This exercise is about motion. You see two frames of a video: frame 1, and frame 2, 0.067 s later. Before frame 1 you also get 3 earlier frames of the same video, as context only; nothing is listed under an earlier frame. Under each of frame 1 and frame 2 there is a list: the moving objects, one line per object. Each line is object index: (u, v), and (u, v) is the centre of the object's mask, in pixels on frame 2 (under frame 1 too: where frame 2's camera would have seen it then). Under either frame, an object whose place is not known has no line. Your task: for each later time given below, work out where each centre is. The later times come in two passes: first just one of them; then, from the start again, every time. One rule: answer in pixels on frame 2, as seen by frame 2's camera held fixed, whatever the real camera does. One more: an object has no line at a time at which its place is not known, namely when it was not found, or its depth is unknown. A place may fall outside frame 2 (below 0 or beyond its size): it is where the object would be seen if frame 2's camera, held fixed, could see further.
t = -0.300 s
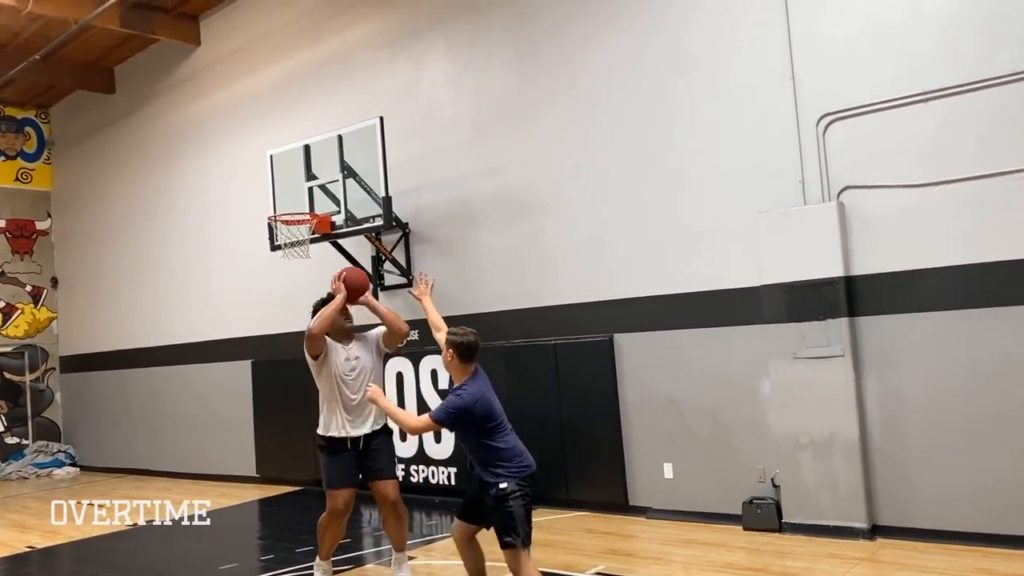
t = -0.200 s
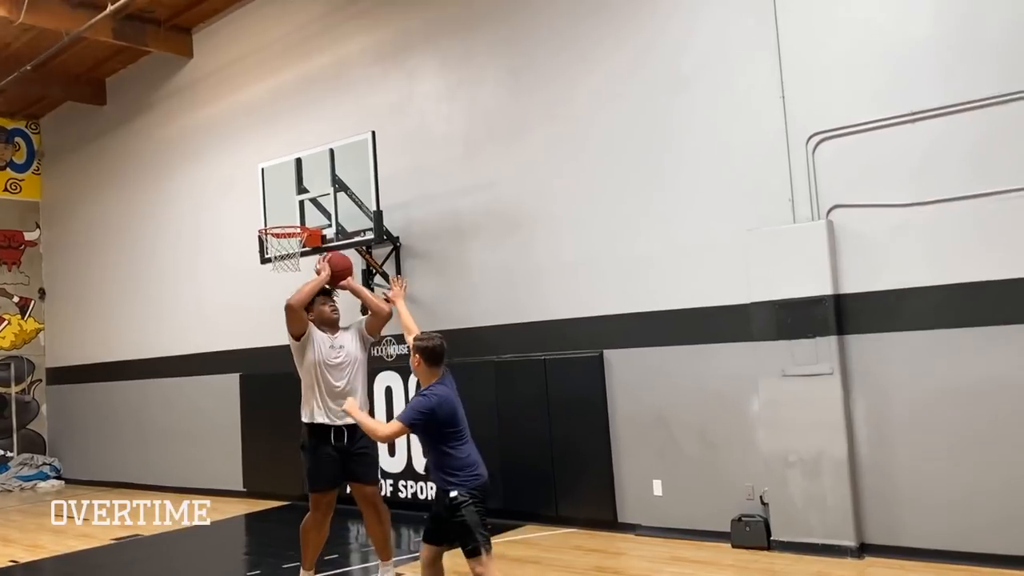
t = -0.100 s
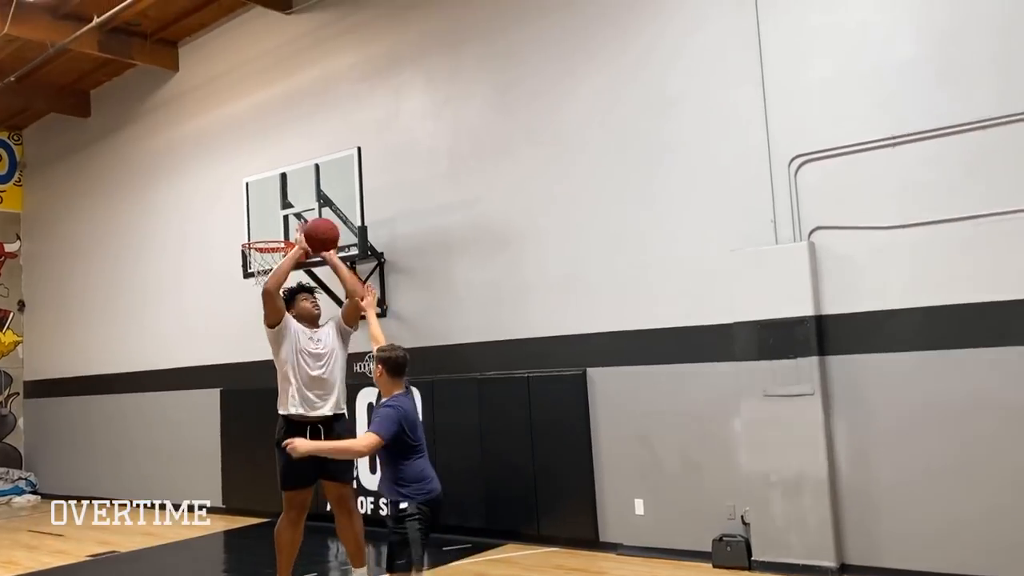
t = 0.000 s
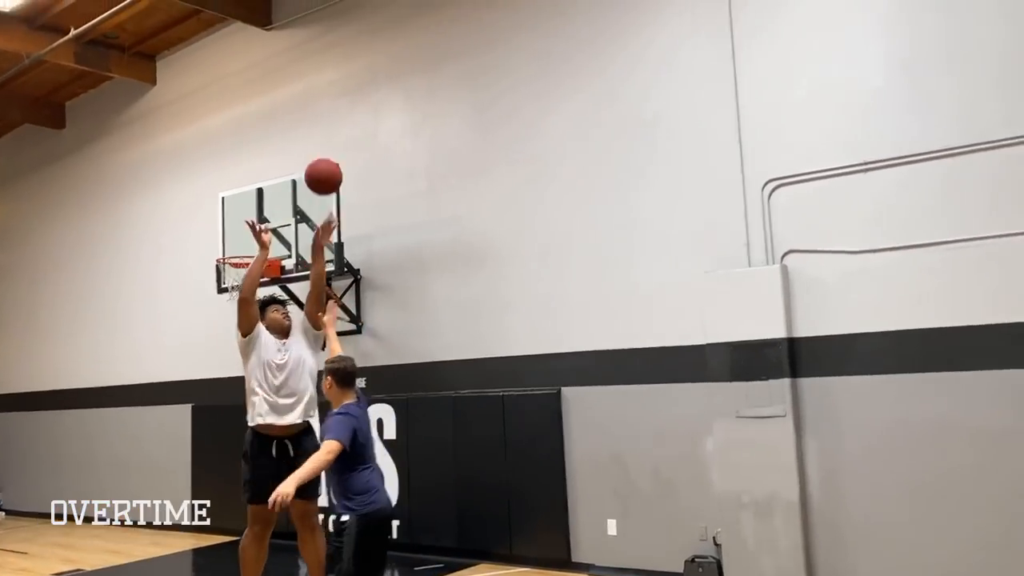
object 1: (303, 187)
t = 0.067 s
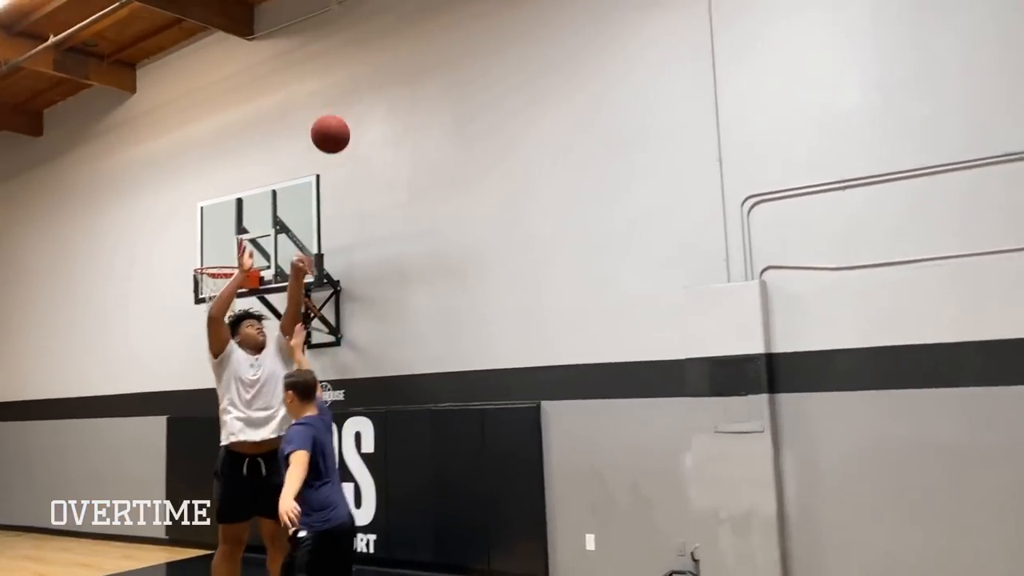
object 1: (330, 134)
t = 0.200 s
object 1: (390, 38)
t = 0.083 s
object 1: (337, 121)
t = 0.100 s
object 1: (344, 109)
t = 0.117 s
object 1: (351, 96)
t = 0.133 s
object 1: (359, 84)
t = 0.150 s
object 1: (366, 72)
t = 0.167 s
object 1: (374, 60)
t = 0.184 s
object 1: (382, 49)
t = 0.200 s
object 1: (390, 38)
